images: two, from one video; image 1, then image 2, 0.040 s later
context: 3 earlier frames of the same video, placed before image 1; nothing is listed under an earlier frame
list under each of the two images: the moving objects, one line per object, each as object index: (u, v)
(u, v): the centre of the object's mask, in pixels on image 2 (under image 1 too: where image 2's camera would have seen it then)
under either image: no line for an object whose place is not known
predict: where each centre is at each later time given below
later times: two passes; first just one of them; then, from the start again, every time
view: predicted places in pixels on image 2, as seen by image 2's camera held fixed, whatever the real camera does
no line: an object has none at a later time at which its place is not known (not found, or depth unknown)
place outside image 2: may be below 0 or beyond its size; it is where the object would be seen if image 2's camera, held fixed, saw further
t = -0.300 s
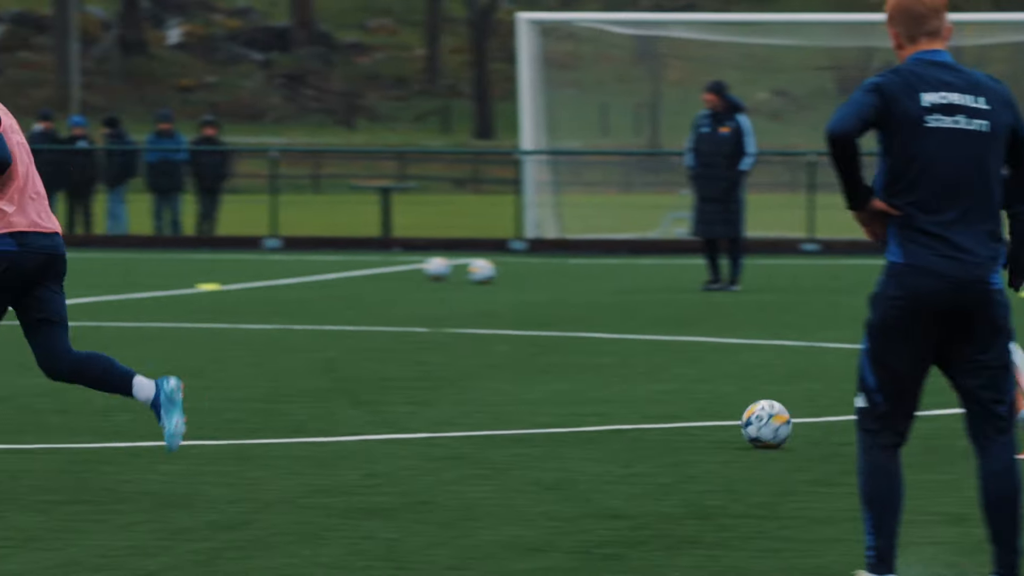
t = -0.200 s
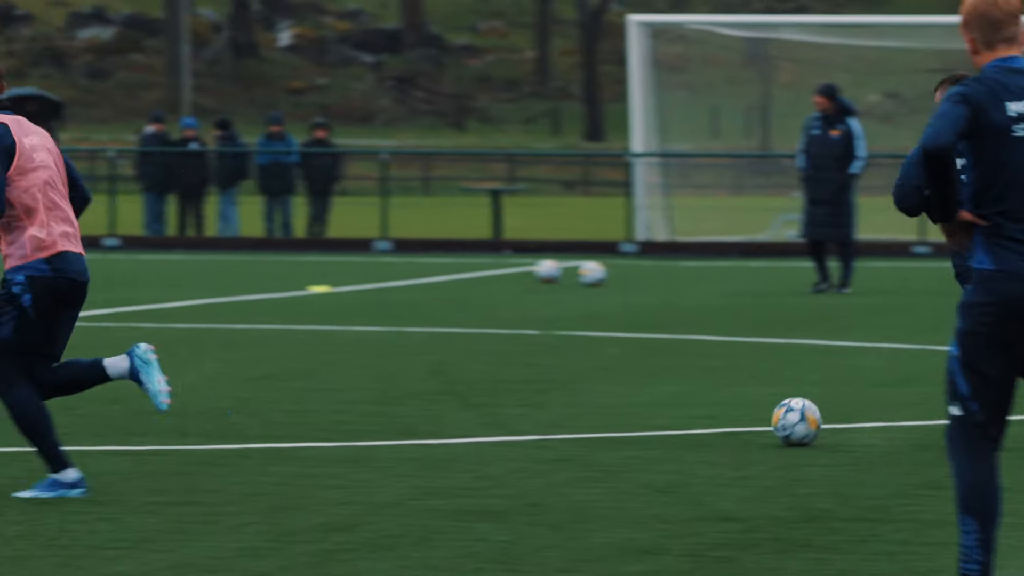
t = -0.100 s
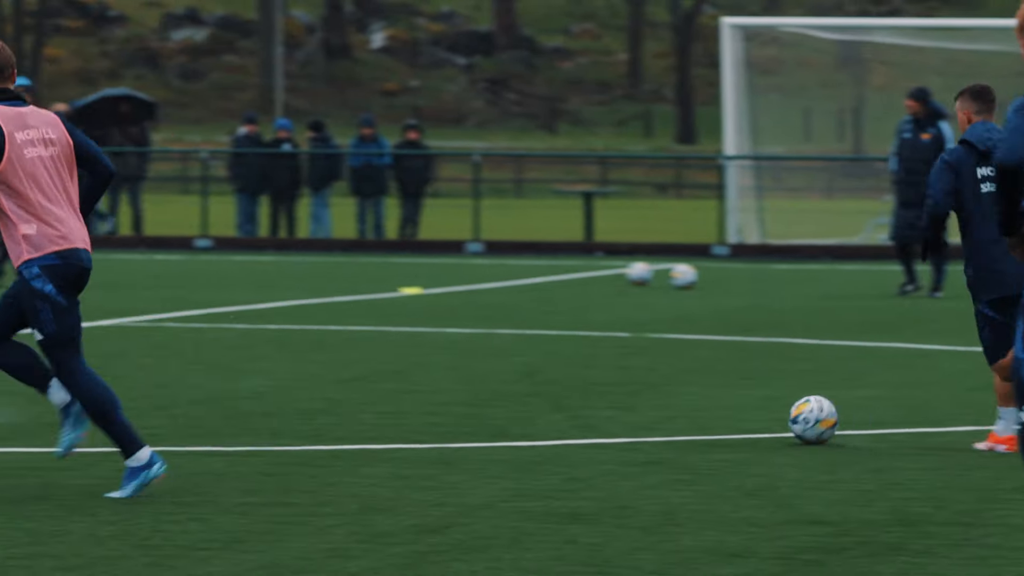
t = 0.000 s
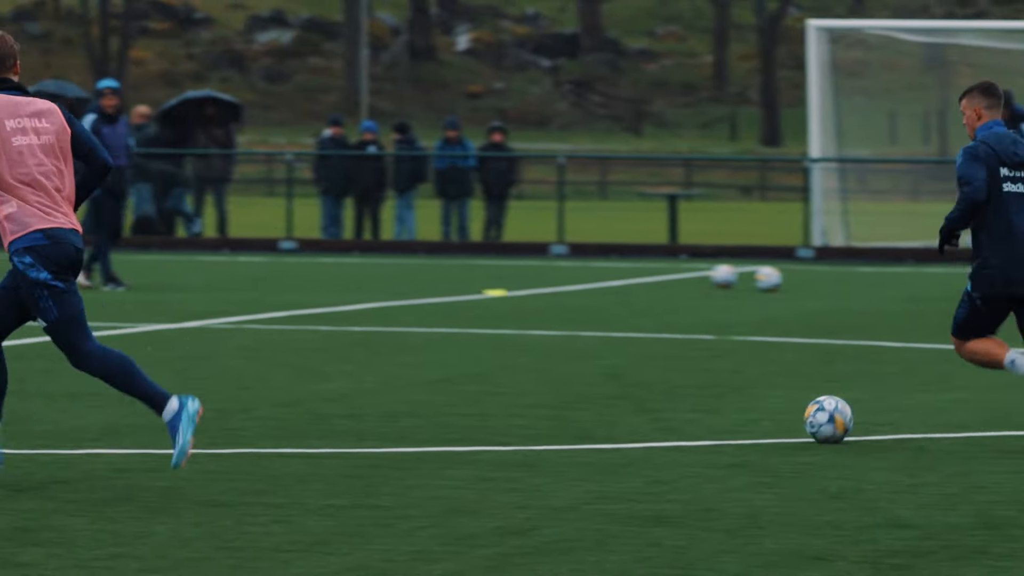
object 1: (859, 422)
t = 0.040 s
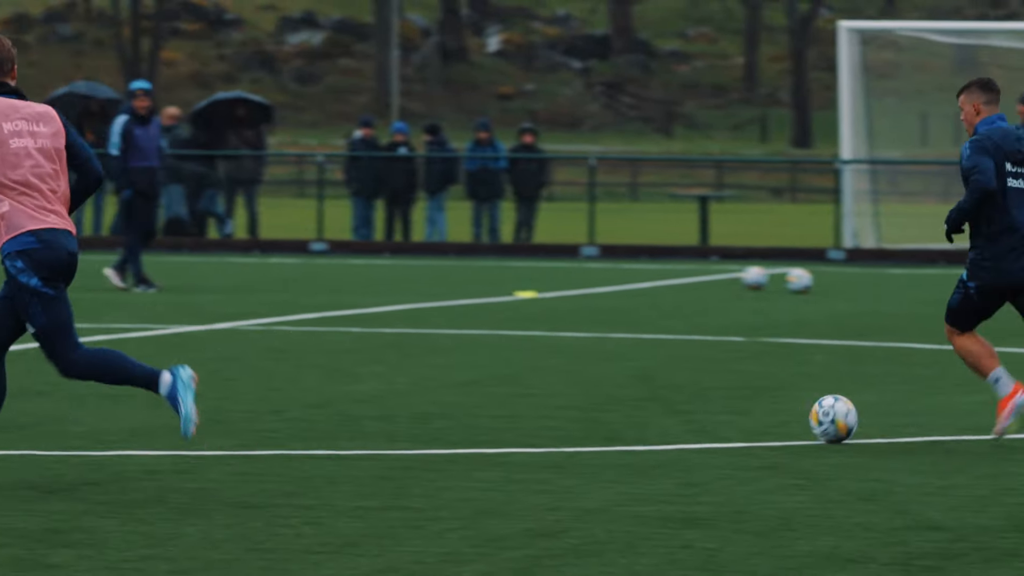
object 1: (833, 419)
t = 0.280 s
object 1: (694, 410)
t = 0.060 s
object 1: (821, 417)
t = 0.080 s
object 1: (808, 416)
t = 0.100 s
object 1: (796, 416)
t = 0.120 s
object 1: (783, 416)
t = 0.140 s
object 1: (771, 416)
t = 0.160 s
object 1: (760, 415)
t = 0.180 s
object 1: (748, 413)
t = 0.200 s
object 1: (737, 412)
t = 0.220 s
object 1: (726, 411)
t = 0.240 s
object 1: (715, 411)
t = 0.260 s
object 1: (704, 410)
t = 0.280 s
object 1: (694, 410)
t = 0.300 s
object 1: (683, 409)
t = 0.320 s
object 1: (673, 408)
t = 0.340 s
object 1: (663, 407)
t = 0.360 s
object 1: (653, 405)
